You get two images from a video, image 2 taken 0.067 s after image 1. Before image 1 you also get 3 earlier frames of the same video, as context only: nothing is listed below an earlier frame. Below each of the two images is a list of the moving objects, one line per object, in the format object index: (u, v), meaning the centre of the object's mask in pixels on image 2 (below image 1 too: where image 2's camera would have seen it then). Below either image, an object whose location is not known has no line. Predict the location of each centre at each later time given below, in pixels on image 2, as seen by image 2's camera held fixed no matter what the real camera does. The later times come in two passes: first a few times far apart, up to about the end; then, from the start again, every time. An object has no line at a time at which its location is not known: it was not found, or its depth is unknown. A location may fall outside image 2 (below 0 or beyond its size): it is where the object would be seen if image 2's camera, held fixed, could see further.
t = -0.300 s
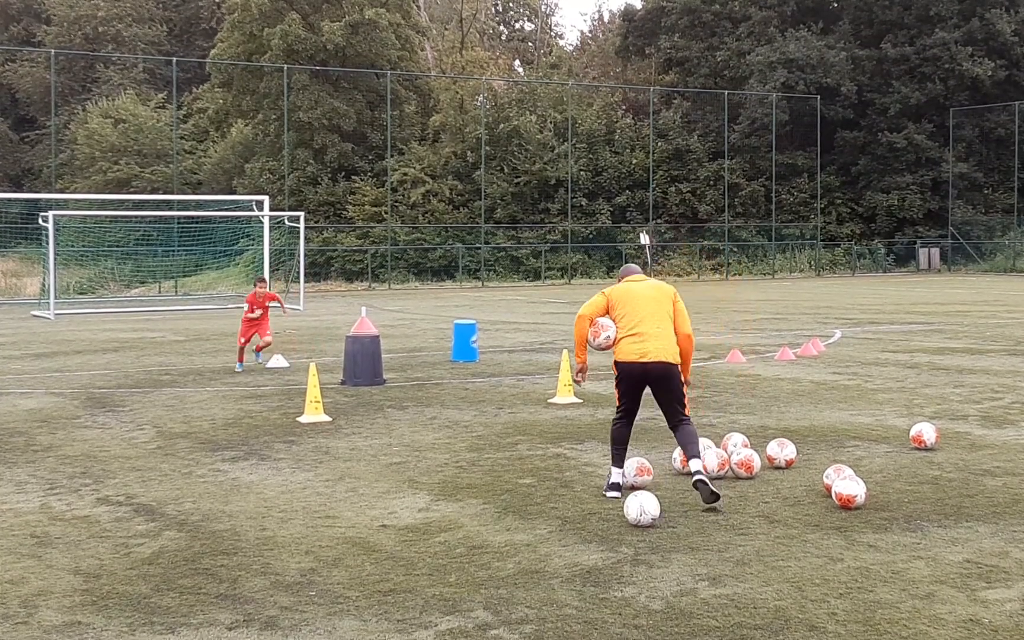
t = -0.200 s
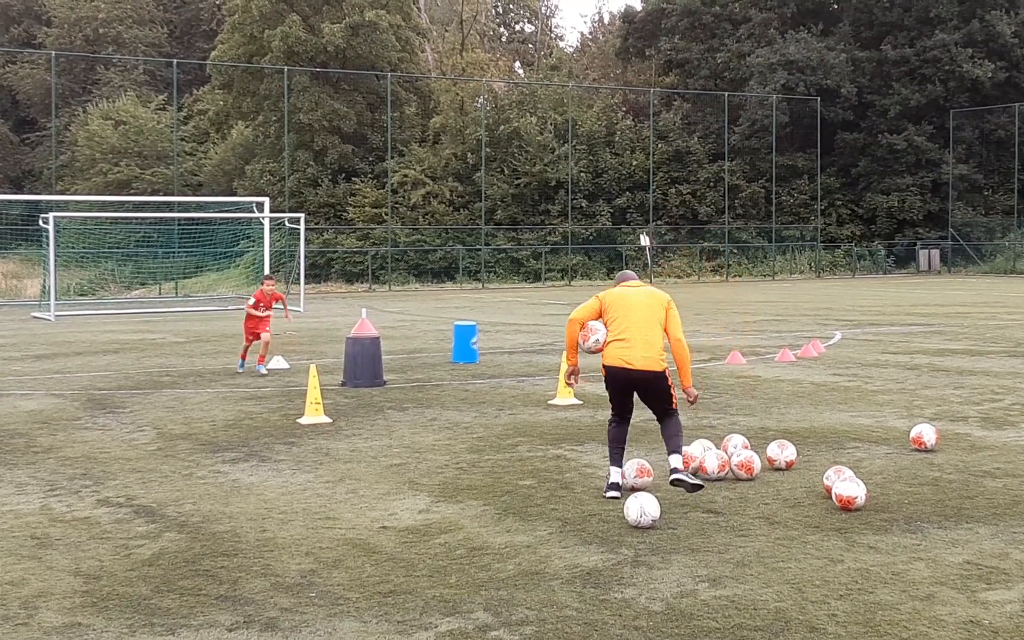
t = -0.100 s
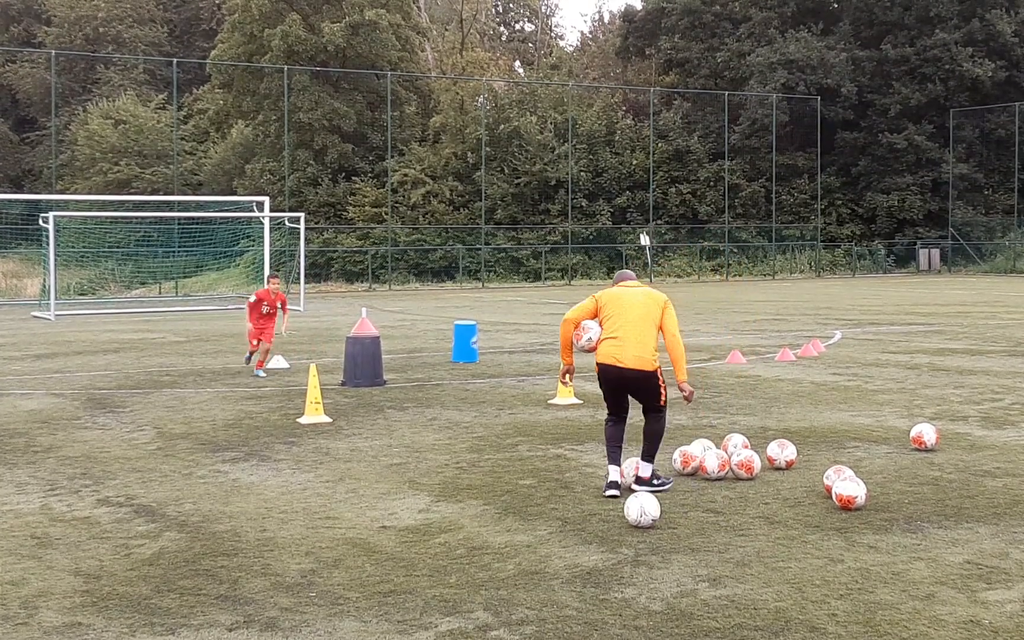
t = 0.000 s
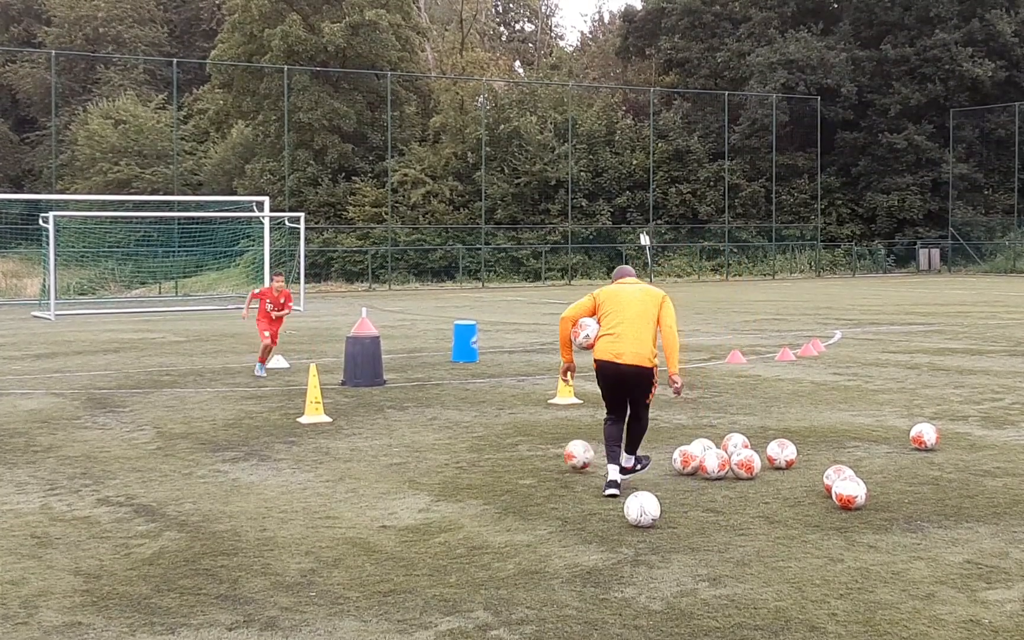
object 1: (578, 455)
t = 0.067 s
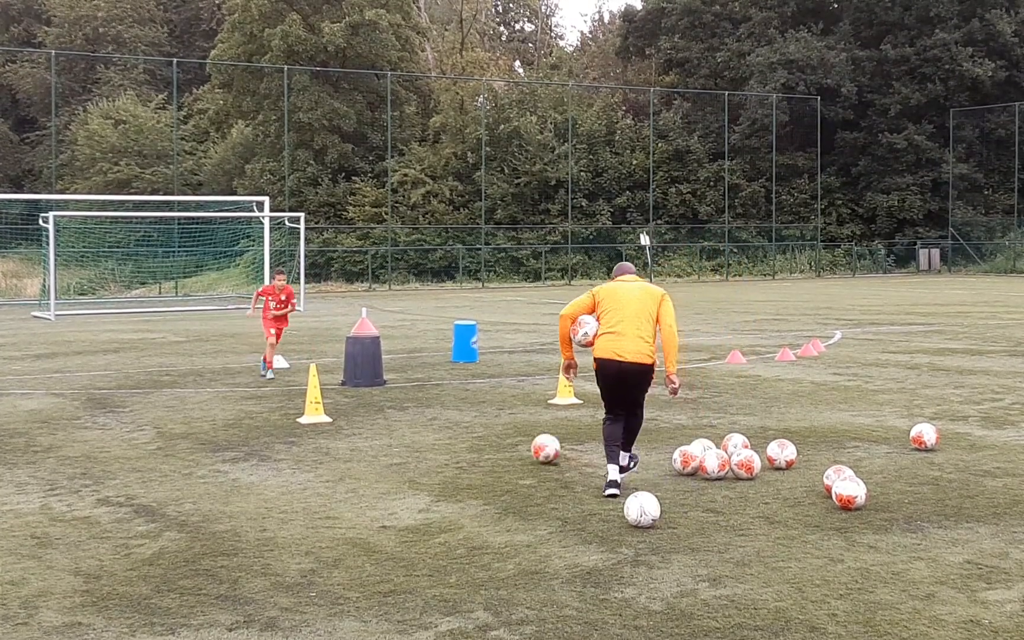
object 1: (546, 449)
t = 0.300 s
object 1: (460, 427)
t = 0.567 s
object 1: (397, 410)
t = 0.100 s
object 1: (531, 443)
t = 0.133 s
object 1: (518, 439)
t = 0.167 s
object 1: (505, 437)
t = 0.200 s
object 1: (492, 436)
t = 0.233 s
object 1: (481, 432)
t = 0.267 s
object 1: (470, 428)
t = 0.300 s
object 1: (460, 427)
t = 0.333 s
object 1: (451, 425)
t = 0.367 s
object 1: (442, 421)
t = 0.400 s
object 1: (433, 418)
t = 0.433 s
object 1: (426, 417)
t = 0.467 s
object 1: (418, 416)
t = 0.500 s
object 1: (411, 412)
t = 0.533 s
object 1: (405, 410)
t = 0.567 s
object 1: (397, 410)
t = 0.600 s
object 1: (391, 408)
